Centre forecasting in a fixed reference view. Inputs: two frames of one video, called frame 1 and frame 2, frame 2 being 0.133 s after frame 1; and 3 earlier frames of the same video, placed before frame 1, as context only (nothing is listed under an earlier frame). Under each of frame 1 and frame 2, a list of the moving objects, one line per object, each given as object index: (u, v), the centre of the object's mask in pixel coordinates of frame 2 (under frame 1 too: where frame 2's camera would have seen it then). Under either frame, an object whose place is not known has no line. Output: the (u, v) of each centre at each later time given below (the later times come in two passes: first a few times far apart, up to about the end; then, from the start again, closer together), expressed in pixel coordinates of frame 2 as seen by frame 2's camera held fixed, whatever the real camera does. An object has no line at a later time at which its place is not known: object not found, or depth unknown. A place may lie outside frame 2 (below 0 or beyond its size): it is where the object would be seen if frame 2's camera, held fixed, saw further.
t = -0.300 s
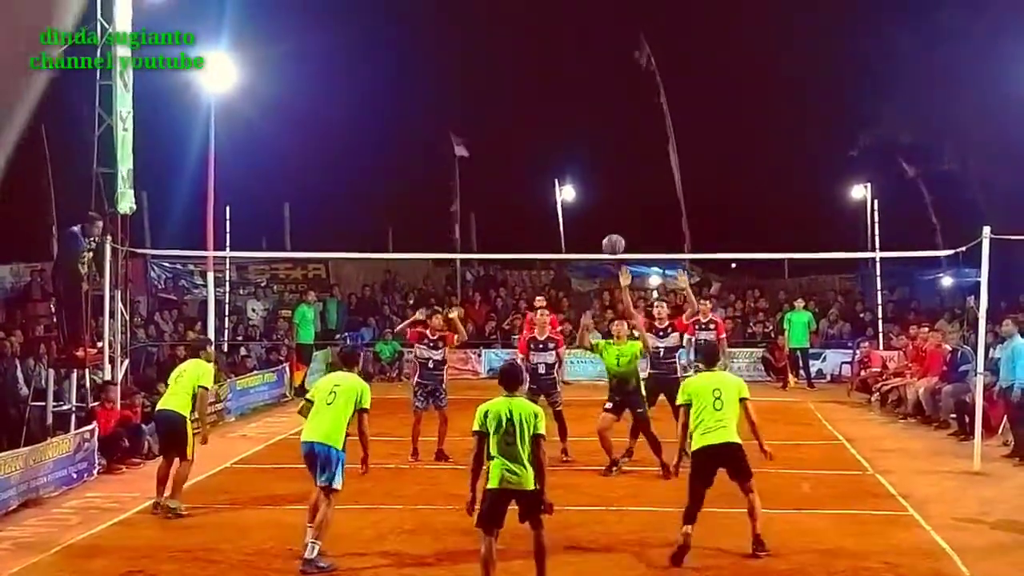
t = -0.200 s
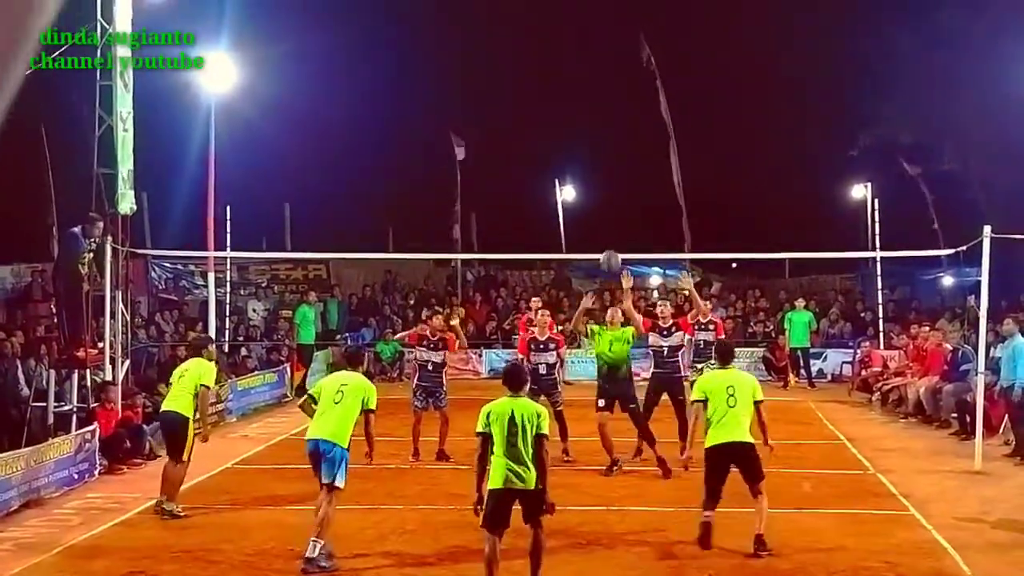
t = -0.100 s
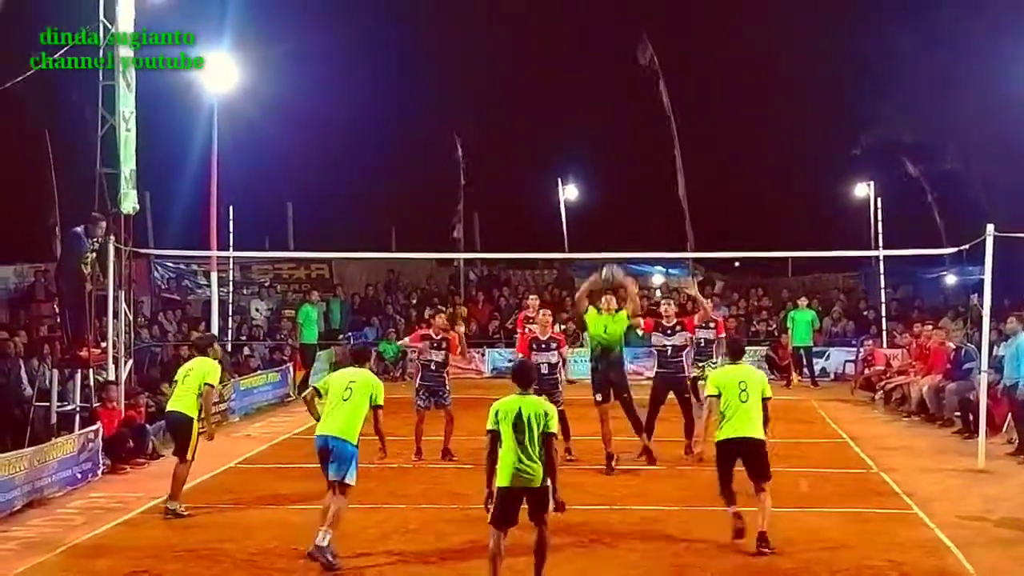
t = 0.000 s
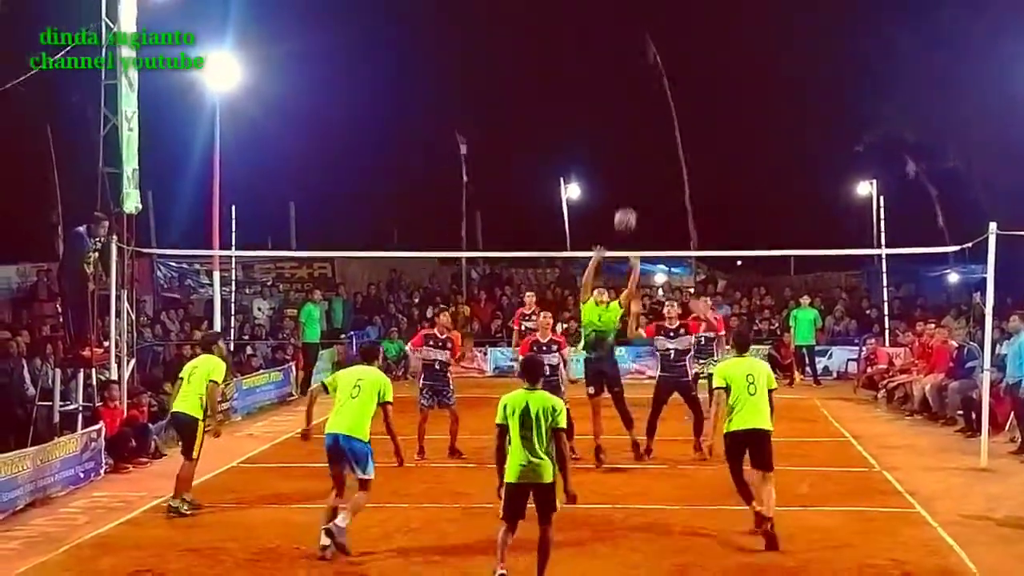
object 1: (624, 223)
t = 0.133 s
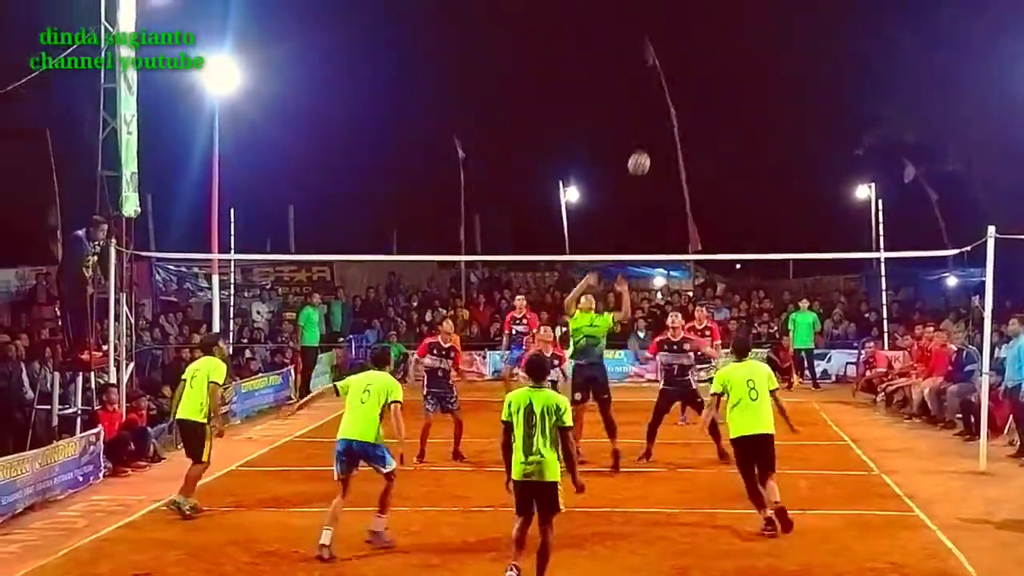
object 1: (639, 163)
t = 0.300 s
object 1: (657, 113)
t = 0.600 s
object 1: (690, 91)
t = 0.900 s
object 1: (721, 154)
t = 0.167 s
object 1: (643, 152)
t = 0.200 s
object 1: (646, 141)
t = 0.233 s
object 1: (650, 130)
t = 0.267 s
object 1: (654, 121)
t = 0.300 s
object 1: (657, 113)
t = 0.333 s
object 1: (662, 106)
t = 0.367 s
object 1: (665, 101)
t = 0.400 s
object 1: (669, 96)
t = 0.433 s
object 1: (672, 93)
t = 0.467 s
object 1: (676, 90)
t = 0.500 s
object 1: (679, 88)
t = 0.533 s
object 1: (683, 88)
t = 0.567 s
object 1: (687, 89)
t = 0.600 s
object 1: (690, 91)
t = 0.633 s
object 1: (694, 94)
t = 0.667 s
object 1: (697, 98)
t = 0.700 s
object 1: (701, 103)
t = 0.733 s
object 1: (704, 109)
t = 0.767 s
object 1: (708, 116)
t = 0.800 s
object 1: (711, 124)
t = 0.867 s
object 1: (718, 143)
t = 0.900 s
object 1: (721, 154)
